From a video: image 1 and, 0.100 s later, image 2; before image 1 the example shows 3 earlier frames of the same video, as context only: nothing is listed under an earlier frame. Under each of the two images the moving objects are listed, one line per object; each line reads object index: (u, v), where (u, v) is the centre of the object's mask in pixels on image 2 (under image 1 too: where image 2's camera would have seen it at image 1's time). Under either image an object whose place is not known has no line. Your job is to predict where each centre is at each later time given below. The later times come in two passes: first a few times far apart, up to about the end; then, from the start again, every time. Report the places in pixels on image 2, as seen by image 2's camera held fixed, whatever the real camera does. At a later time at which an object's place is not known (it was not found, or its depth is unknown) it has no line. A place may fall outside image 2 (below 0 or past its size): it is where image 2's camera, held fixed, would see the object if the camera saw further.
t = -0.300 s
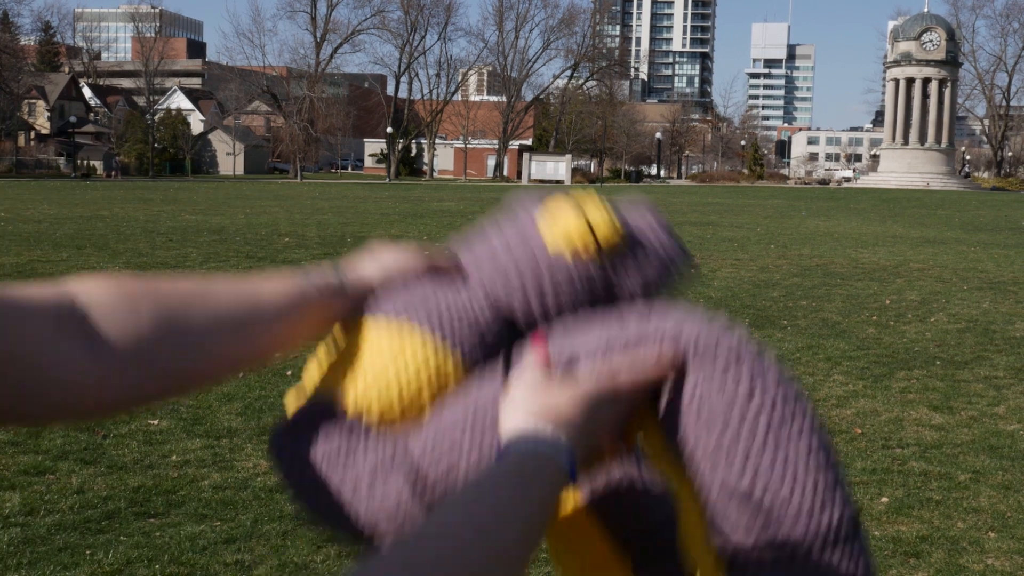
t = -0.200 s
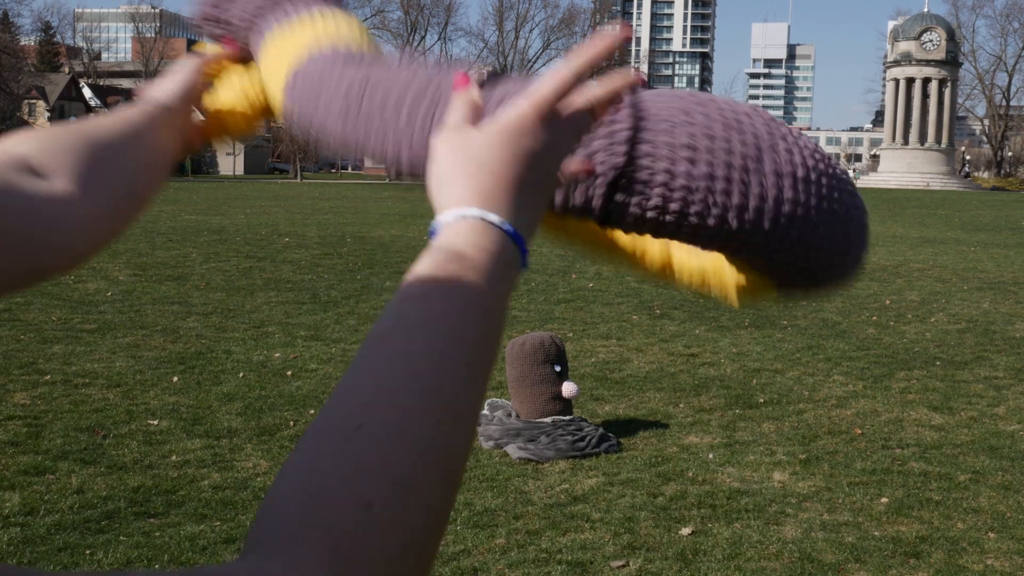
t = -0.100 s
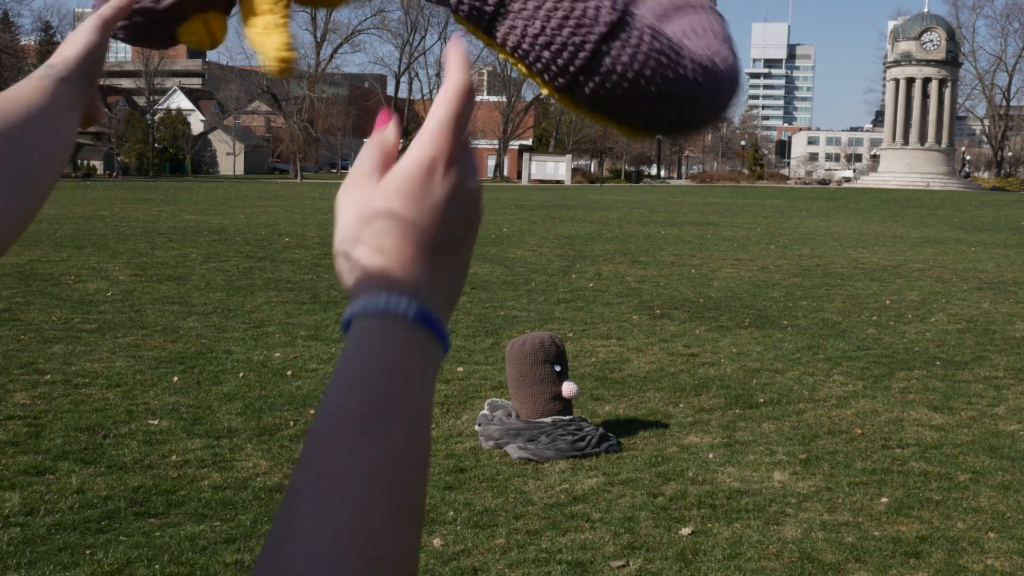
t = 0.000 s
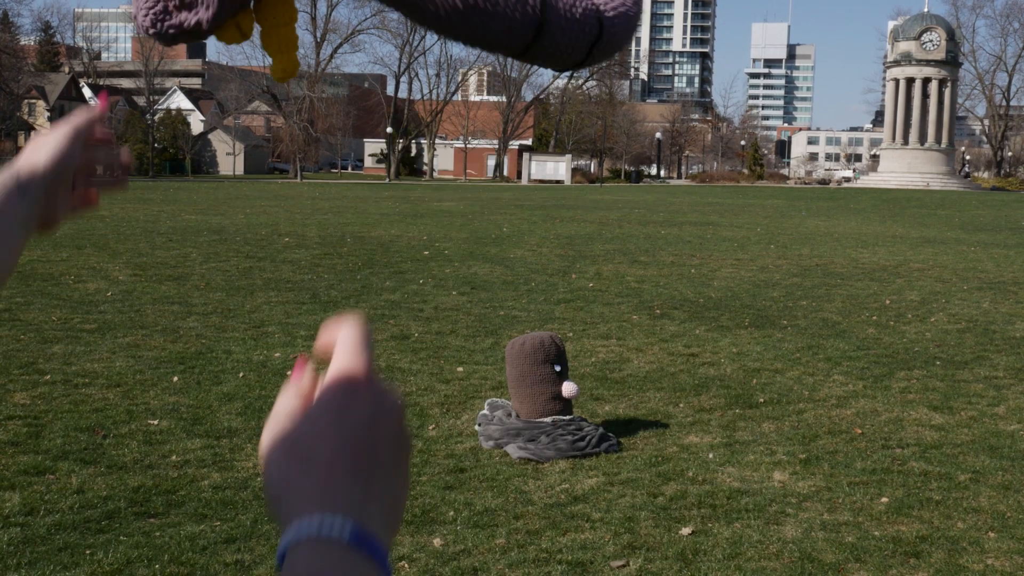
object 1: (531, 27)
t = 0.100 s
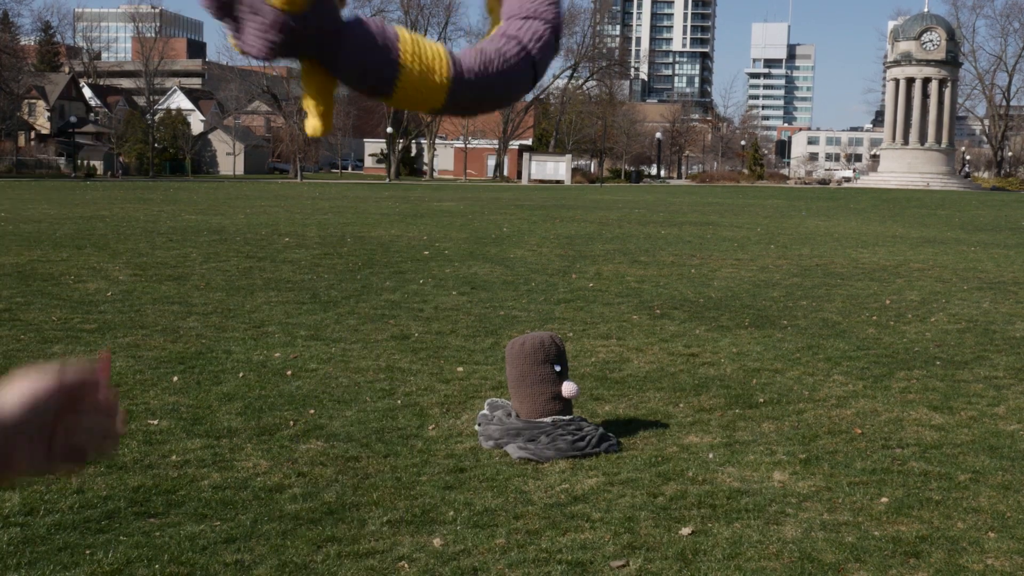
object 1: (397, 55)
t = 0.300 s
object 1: (383, 153)
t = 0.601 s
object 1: (364, 508)
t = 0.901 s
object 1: (351, 498)
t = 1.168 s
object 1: (331, 530)
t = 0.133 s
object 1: (393, 68)
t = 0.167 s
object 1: (399, 80)
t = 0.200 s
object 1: (397, 90)
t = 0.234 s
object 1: (390, 98)
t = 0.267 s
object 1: (384, 120)
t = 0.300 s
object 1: (383, 153)
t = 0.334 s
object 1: (384, 189)
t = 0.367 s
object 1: (384, 226)
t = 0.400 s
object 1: (383, 264)
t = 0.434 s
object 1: (380, 301)
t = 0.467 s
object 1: (375, 340)
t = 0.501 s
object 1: (369, 379)
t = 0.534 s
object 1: (365, 421)
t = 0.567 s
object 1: (364, 464)
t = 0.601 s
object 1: (364, 508)
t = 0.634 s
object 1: (377, 521)
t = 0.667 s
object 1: (383, 549)
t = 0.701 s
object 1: (383, 556)
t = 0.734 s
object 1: (368, 546)
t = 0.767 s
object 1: (360, 534)
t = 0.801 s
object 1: (357, 522)
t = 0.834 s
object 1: (356, 511)
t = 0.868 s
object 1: (355, 503)
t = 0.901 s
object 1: (351, 498)
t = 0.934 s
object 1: (348, 496)
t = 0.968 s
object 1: (345, 498)
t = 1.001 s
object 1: (342, 502)
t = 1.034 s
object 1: (339, 509)
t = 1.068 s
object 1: (336, 517)
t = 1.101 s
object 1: (329, 525)
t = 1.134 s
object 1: (329, 529)
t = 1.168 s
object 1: (331, 530)
